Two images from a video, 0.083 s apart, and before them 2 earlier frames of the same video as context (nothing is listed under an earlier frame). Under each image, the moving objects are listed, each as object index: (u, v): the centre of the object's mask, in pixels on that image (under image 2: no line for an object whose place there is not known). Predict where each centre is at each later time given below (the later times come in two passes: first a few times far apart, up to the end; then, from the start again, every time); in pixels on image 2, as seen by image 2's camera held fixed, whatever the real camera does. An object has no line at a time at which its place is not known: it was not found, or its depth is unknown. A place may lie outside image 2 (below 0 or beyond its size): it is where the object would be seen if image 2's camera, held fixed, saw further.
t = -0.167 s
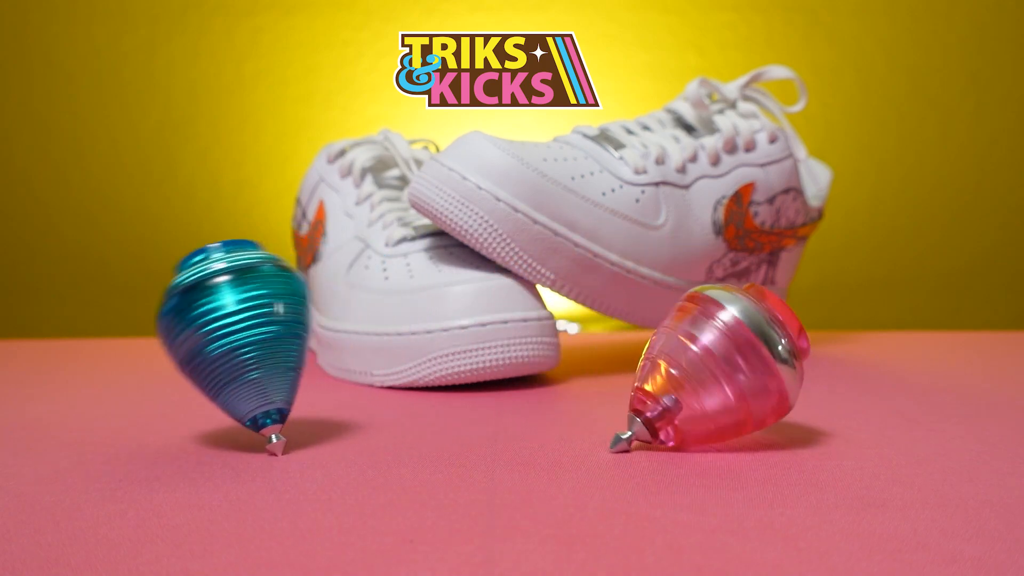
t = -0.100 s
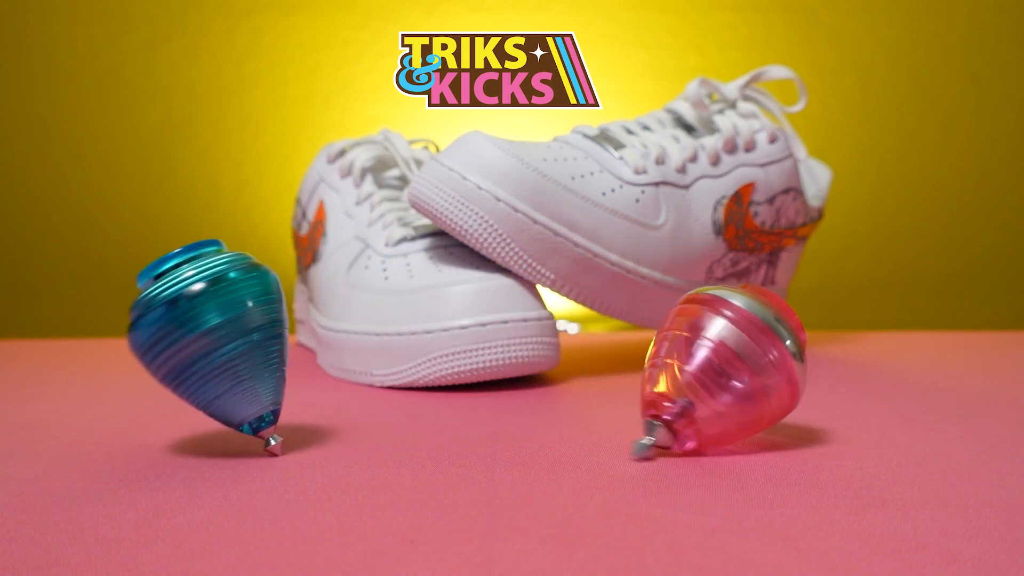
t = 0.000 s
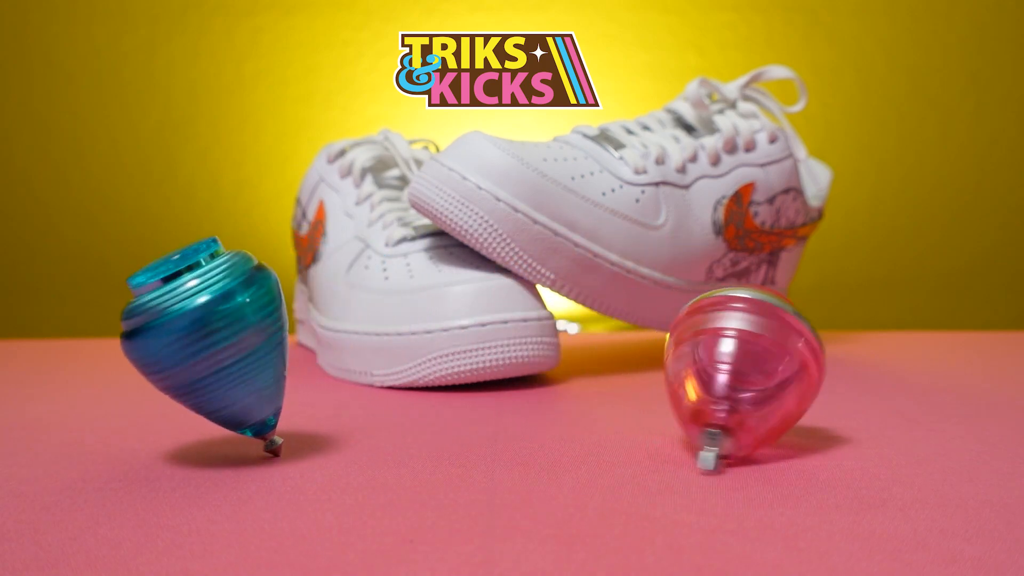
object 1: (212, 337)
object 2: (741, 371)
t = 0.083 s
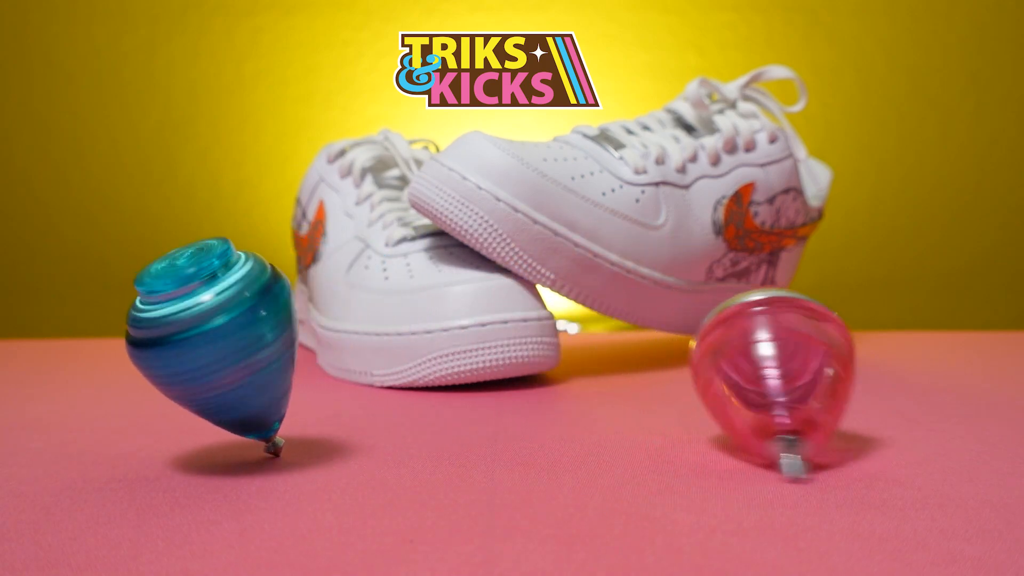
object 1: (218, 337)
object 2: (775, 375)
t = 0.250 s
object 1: (296, 334)
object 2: (894, 384)
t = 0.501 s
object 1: (337, 334)
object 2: (975, 354)
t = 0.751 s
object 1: (247, 331)
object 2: (936, 337)
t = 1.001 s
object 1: (218, 337)
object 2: (821, 341)
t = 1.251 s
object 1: (327, 335)
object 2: (842, 350)
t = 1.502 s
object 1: (313, 330)
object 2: (880, 344)
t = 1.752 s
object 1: (216, 335)
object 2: (864, 342)
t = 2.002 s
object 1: (254, 335)
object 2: (869, 349)
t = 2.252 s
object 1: (343, 336)
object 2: (875, 347)
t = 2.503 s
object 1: (267, 330)
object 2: (881, 347)
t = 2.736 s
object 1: (207, 341)
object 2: (871, 350)
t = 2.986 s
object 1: (310, 335)
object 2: (884, 347)
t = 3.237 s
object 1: (326, 332)
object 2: (872, 343)
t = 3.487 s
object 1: (220, 335)
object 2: (866, 346)
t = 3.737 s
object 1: (247, 337)
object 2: (885, 347)
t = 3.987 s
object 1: (345, 338)
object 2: (881, 349)
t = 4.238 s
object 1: (262, 331)
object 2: (882, 346)
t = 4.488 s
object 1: (208, 342)
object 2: (881, 344)
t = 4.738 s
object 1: (332, 338)
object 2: (881, 345)
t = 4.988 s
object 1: (305, 332)
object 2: (881, 345)
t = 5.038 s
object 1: (280, 331)
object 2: (881, 345)
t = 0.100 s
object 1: (220, 337)
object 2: (784, 376)
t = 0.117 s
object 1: (225, 337)
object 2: (794, 376)
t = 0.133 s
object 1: (231, 337)
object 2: (805, 380)
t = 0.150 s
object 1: (239, 337)
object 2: (816, 377)
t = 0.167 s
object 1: (248, 336)
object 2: (828, 377)
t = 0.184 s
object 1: (258, 335)
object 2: (843, 382)
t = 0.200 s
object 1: (268, 335)
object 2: (855, 382)
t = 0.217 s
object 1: (279, 334)
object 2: (868, 381)
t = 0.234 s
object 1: (287, 334)
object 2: (882, 384)
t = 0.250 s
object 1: (296, 334)
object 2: (894, 384)
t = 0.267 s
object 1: (304, 334)
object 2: (907, 382)
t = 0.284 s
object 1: (310, 334)
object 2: (918, 382)
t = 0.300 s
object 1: (315, 333)
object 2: (927, 380)
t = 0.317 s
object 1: (320, 333)
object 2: (936, 376)
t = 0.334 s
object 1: (324, 333)
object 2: (943, 376)
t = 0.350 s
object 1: (327, 333)
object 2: (949, 373)
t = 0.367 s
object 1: (331, 334)
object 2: (955, 372)
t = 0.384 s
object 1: (334, 334)
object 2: (959, 367)
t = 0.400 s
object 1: (337, 335)
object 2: (962, 366)
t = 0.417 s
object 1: (339, 335)
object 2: (966, 363)
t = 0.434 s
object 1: (341, 336)
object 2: (968, 361)
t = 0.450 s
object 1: (342, 336)
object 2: (970, 359)
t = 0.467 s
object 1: (341, 335)
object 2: (972, 358)
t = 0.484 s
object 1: (340, 334)
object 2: (974, 356)
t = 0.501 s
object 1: (337, 334)
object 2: (975, 354)
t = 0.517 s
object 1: (333, 333)
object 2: (976, 353)
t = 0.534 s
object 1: (329, 332)
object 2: (976, 352)
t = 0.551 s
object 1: (323, 331)
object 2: (977, 352)
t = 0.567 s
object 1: (318, 330)
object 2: (976, 349)
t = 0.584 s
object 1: (311, 329)
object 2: (975, 349)
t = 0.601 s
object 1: (305, 329)
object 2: (974, 347)
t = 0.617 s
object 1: (299, 329)
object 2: (973, 347)
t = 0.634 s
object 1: (293, 328)
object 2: (970, 344)
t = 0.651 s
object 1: (287, 328)
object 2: (967, 342)
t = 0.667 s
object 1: (280, 329)
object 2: (964, 341)
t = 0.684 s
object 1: (274, 329)
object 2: (961, 341)
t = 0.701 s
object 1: (268, 329)
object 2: (957, 340)
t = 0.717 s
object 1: (261, 329)
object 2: (951, 340)
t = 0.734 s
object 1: (254, 330)
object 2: (944, 339)
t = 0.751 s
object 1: (247, 331)
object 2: (936, 337)
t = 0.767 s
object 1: (241, 332)
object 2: (928, 339)
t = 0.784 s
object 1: (234, 333)
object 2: (920, 337)
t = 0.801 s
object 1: (228, 334)
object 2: (909, 338)
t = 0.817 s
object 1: (222, 334)
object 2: (901, 339)
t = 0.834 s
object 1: (218, 335)
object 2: (891, 339)
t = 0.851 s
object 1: (213, 336)
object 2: (882, 339)
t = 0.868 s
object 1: (211, 337)
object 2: (873, 340)
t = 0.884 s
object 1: (209, 338)
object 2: (863, 340)
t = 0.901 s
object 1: (209, 339)
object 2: (855, 340)
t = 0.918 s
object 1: (209, 339)
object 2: (846, 342)
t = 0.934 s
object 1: (209, 339)
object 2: (839, 342)
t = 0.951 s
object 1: (211, 339)
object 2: (833, 342)
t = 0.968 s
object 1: (213, 338)
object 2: (828, 341)
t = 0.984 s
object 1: (215, 338)
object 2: (824, 342)
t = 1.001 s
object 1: (218, 337)
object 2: (821, 341)
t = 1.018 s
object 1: (222, 337)
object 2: (819, 341)
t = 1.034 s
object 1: (226, 337)
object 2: (816, 341)
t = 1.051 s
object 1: (232, 336)
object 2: (814, 341)
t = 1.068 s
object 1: (238, 336)
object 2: (813, 341)
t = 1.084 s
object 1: (246, 335)
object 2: (812, 340)
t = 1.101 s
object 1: (254, 335)
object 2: (813, 341)
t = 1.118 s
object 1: (263, 335)
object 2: (813, 341)
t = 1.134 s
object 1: (272, 334)
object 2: (813, 342)
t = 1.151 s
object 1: (282, 335)
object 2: (815, 343)
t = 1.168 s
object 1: (291, 335)
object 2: (817, 343)
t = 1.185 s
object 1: (300, 335)
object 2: (821, 345)
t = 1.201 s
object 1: (308, 335)
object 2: (825, 346)
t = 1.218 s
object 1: (315, 335)
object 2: (830, 348)
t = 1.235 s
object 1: (321, 335)
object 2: (836, 348)
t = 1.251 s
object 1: (327, 335)
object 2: (842, 350)
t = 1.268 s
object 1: (331, 335)
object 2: (848, 351)
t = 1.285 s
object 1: (334, 335)
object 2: (854, 352)
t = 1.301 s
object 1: (337, 335)
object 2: (860, 352)
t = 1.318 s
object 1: (339, 335)
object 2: (863, 349)
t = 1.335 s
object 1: (340, 335)
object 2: (866, 347)
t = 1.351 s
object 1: (340, 335)
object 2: (868, 346)
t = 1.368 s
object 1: (340, 335)
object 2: (870, 344)
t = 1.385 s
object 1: (340, 334)
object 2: (872, 342)
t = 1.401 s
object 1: (338, 334)
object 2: (874, 341)
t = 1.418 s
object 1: (336, 333)
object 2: (878, 340)
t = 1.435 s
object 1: (333, 332)
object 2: (881, 339)
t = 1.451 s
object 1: (329, 332)
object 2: (884, 340)
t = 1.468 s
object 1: (324, 331)
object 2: (885, 340)
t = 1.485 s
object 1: (319, 331)
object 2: (883, 342)
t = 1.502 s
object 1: (313, 330)
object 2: (880, 344)
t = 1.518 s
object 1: (306, 330)
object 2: (875, 345)
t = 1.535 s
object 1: (299, 330)
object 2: (870, 346)
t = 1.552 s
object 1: (292, 330)
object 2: (868, 346)
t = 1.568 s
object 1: (285, 329)
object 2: (868, 345)
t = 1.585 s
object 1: (277, 329)
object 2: (867, 344)
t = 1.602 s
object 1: (270, 329)
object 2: (867, 343)
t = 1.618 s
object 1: (263, 330)
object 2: (865, 342)
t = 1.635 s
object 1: (256, 330)
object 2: (863, 343)
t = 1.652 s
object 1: (249, 330)
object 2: (863, 345)
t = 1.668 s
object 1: (243, 331)
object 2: (864, 346)
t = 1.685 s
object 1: (237, 332)
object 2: (867, 348)
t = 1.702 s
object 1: (231, 333)
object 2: (870, 349)
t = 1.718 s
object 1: (225, 334)
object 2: (870, 349)
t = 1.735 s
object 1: (220, 334)
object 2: (866, 345)
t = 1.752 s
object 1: (216, 335)
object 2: (864, 342)
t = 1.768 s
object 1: (213, 337)
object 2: (866, 340)
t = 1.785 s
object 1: (210, 337)
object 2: (871, 339)
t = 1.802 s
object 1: (208, 339)
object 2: (877, 341)
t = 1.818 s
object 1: (207, 340)
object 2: (879, 342)
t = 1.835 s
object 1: (207, 340)
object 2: (878, 345)
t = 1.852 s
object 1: (208, 340)
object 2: (874, 347)
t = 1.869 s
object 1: (209, 340)
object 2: (871, 348)
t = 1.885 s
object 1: (212, 340)
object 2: (872, 348)
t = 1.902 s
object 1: (215, 339)
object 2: (872, 347)
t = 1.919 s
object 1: (219, 338)
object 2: (873, 346)
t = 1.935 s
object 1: (225, 338)
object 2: (872, 345)
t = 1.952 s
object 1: (231, 337)
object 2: (869, 343)
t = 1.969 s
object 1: (238, 336)
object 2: (867, 347)
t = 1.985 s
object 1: (246, 336)
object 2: (869, 349)
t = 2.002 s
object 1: (254, 335)
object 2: (869, 349)
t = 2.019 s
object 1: (263, 334)
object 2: (871, 349)
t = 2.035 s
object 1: (272, 335)
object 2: (870, 349)
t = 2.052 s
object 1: (282, 334)
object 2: (867, 348)
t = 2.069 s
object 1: (291, 335)
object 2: (864, 346)
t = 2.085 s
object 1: (299, 335)
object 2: (865, 344)
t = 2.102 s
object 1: (307, 335)
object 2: (870, 343)
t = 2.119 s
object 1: (314, 335)
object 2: (876, 344)
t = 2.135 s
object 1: (322, 336)
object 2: (881, 345)
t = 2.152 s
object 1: (327, 336)
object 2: (881, 347)
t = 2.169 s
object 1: (333, 336)
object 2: (879, 348)
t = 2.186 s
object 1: (336, 336)
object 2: (875, 349)
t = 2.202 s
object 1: (339, 336)
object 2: (874, 349)
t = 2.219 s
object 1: (341, 336)
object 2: (876, 348)
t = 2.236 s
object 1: (342, 336)
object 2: (876, 348)
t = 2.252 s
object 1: (343, 336)
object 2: (875, 347)
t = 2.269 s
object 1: (342, 336)
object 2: (874, 345)
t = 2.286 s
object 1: (341, 335)
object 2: (871, 342)
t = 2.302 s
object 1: (338, 334)
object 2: (868, 346)
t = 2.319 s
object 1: (335, 333)
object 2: (869, 349)
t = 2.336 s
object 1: (332, 332)
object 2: (870, 350)
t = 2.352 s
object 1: (327, 332)
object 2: (869, 349)
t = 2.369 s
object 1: (322, 331)
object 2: (871, 350)
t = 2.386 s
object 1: (317, 330)
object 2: (870, 349)
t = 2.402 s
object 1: (311, 330)
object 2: (866, 347)
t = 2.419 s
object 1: (304, 330)
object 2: (864, 347)
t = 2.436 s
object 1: (297, 330)
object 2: (864, 345)
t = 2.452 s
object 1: (289, 330)
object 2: (868, 344)
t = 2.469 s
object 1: (282, 330)
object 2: (873, 344)
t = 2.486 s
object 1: (275, 330)
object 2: (879, 344)
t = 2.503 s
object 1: (267, 330)
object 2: (881, 347)
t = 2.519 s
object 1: (259, 330)
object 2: (883, 347)
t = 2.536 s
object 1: (251, 331)
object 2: (882, 348)
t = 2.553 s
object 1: (245, 332)
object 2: (879, 349)
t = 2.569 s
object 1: (238, 332)
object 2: (877, 350)
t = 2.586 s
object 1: (231, 333)
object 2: (878, 349)
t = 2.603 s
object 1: (225, 334)
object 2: (878, 349)
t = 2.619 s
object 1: (220, 335)
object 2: (880, 347)
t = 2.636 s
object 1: (216, 336)
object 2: (879, 347)
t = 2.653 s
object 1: (212, 337)
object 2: (878, 347)
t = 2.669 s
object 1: (209, 338)
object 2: (876, 343)
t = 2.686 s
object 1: (207, 339)
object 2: (873, 343)
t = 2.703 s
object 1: (206, 340)
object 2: (871, 346)
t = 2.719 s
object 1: (206, 341)
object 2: (871, 349)
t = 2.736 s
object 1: (207, 341)
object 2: (871, 350)
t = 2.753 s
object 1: (208, 340)
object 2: (871, 349)
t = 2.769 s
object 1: (210, 340)
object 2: (871, 349)
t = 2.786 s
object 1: (214, 340)
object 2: (872, 350)
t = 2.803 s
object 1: (218, 339)
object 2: (872, 349)
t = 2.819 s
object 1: (223, 338)
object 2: (870, 348)
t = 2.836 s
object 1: (229, 337)
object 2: (868, 348)
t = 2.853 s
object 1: (237, 337)
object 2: (866, 346)
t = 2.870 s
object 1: (245, 336)
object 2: (865, 346)
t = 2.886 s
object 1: (254, 336)
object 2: (867, 344)
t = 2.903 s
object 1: (263, 336)
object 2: (870, 343)
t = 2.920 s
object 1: (273, 335)
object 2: (874, 343)
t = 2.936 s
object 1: (283, 335)
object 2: (879, 344)
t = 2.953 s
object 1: (292, 335)
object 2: (882, 344)
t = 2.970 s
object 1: (301, 336)
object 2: (883, 347)
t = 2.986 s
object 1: (310, 335)
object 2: (884, 347)
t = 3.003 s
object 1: (317, 336)
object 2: (884, 348)
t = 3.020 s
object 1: (324, 336)
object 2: (883, 348)
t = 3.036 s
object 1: (330, 337)
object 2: (881, 349)
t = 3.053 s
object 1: (335, 337)
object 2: (879, 350)
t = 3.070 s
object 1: (339, 337)
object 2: (879, 350)
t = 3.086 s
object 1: (341, 337)
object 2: (880, 349)
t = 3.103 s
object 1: (343, 337)
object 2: (880, 349)
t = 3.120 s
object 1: (344, 337)
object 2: (882, 348)
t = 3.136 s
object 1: (343, 337)
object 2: (881, 347)
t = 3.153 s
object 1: (343, 336)
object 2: (881, 346)
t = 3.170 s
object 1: (341, 335)
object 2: (880, 346)
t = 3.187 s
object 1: (338, 334)
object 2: (879, 345)
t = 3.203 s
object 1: (335, 333)
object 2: (877, 343)
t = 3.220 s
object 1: (331, 332)
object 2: (875, 343)
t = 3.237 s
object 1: (326, 332)
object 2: (872, 343)
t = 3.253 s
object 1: (320, 331)
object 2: (871, 346)
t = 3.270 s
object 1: (314, 331)
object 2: (871, 348)
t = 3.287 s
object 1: (307, 331)
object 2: (872, 349)
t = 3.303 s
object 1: (300, 331)
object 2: (872, 350)
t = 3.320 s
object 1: (293, 331)
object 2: (873, 351)
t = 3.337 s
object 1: (285, 330)
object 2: (872, 349)
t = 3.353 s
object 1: (277, 330)
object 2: (873, 350)
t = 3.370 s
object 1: (269, 330)
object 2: (873, 350)
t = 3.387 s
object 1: (261, 331)
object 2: (874, 350)
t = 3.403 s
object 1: (253, 331)
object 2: (873, 349)
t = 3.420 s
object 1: (245, 332)
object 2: (872, 349)
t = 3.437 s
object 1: (238, 332)
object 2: (870, 348)
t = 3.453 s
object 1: (231, 333)
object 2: (869, 348)
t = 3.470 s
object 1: (225, 334)
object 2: (867, 347)
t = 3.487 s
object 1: (220, 335)
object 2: (866, 346)
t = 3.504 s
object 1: (215, 336)
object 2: (866, 346)
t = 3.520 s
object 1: (212, 337)
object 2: (867, 345)
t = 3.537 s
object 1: (208, 338)
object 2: (868, 345)
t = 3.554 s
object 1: (206, 339)
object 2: (869, 345)
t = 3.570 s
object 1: (205, 341)
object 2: (871, 344)
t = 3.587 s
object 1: (205, 341)
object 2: (873, 343)
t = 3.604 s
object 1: (205, 341)
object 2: (875, 344)
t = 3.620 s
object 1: (207, 341)
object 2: (878, 344)
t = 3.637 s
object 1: (209, 341)
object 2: (880, 344)
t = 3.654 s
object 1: (213, 340)
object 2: (882, 345)
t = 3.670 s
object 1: (217, 340)
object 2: (883, 345)
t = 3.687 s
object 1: (222, 339)
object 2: (884, 346)
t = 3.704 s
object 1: (230, 338)
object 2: (885, 347)
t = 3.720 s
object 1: (237, 337)
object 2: (885, 347)
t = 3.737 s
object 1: (247, 337)
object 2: (885, 347)
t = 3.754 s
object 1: (256, 336)
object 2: (885, 348)
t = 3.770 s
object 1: (266, 336)
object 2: (885, 348)
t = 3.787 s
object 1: (276, 336)
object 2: (885, 348)
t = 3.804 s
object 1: (286, 336)
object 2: (884, 348)
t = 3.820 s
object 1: (296, 336)
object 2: (883, 349)
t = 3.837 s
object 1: (305, 336)
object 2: (883, 349)
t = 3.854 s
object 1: (314, 336)
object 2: (882, 349)
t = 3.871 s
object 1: (321, 336)
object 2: (881, 350)
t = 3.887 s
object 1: (328, 337)
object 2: (880, 350)
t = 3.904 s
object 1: (333, 337)
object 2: (879, 350)
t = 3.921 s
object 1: (338, 337)
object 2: (880, 350)
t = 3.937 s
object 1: (341, 337)
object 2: (880, 349)
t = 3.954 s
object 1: (344, 338)
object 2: (881, 349)
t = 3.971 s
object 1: (345, 338)
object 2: (881, 349)
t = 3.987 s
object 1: (345, 338)
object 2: (881, 349)
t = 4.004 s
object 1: (345, 337)
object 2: (882, 348)
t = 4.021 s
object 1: (343, 336)
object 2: (881, 348)
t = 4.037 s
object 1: (341, 335)
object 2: (882, 348)
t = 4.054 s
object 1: (338, 334)
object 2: (882, 348)
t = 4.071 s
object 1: (334, 333)
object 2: (882, 348)
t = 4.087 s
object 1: (329, 332)
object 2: (882, 347)
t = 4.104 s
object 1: (324, 332)
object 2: (882, 347)
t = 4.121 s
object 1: (317, 332)
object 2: (882, 347)
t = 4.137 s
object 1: (310, 331)
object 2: (882, 347)
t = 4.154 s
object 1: (303, 331)
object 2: (882, 346)
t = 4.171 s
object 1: (295, 331)
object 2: (882, 346)
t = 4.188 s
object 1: (287, 331)
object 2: (882, 346)
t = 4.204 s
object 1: (279, 331)
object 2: (882, 346)
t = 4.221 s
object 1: (270, 331)
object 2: (882, 346)
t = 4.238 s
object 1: (262, 331)
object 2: (882, 346)
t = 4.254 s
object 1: (254, 332)
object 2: (882, 346)
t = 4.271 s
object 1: (246, 332)
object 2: (882, 345)
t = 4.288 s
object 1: (238, 333)
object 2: (881, 345)
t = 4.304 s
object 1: (231, 334)
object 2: (882, 345)
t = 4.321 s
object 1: (225, 335)
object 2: (881, 345)
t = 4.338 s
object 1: (219, 336)
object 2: (882, 345)
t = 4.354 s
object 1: (214, 337)
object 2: (881, 345)
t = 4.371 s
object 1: (210, 338)
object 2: (881, 345)
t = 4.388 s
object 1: (207, 339)
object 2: (881, 345)
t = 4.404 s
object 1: (205, 340)
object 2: (881, 345)
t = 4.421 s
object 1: (203, 341)
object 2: (881, 344)
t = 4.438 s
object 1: (203, 342)
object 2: (881, 345)
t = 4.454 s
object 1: (204, 342)
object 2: (881, 345)
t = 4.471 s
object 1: (205, 342)
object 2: (881, 345)
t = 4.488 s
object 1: (208, 342)
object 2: (881, 344)
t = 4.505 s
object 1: (212, 341)
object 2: (881, 345)
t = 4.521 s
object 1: (217, 340)
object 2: (881, 345)
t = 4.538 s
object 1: (223, 340)
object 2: (881, 345)
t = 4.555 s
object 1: (230, 339)
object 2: (881, 345)
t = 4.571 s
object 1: (239, 338)
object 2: (881, 345)
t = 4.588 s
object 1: (248, 337)
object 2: (881, 345)
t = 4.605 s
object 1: (259, 337)
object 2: (881, 344)
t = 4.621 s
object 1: (269, 337)
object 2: (881, 345)
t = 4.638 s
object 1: (280, 337)
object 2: (881, 345)
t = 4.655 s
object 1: (290, 337)
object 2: (881, 345)
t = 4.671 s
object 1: (300, 337)
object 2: (881, 344)
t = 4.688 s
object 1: (309, 337)
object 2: (881, 345)
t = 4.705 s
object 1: (318, 337)
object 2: (881, 345)
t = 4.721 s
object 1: (326, 338)
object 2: (881, 345)
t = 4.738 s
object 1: (332, 338)
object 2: (881, 345)
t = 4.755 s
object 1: (337, 338)
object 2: (881, 344)
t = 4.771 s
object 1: (341, 338)
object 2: (881, 344)
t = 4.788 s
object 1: (344, 339)
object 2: (881, 345)
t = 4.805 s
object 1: (346, 339)
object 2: (881, 345)
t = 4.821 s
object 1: (347, 339)
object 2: (881, 345)
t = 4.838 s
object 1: (346, 338)
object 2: (881, 345)
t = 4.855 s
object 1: (346, 337)
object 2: (881, 345)
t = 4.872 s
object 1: (344, 336)
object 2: (881, 344)
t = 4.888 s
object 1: (341, 335)
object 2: (881, 345)
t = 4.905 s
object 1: (337, 334)
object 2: (881, 345)
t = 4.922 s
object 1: (332, 333)
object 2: (881, 344)
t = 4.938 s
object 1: (326, 332)
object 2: (881, 344)
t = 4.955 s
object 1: (320, 332)
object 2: (881, 344)
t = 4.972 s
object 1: (313, 332)
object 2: (881, 345)
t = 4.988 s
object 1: (305, 332)
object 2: (881, 345)
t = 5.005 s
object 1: (297, 331)
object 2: (881, 344)
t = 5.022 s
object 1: (289, 331)
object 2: (881, 344)
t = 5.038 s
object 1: (280, 331)
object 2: (881, 345)
